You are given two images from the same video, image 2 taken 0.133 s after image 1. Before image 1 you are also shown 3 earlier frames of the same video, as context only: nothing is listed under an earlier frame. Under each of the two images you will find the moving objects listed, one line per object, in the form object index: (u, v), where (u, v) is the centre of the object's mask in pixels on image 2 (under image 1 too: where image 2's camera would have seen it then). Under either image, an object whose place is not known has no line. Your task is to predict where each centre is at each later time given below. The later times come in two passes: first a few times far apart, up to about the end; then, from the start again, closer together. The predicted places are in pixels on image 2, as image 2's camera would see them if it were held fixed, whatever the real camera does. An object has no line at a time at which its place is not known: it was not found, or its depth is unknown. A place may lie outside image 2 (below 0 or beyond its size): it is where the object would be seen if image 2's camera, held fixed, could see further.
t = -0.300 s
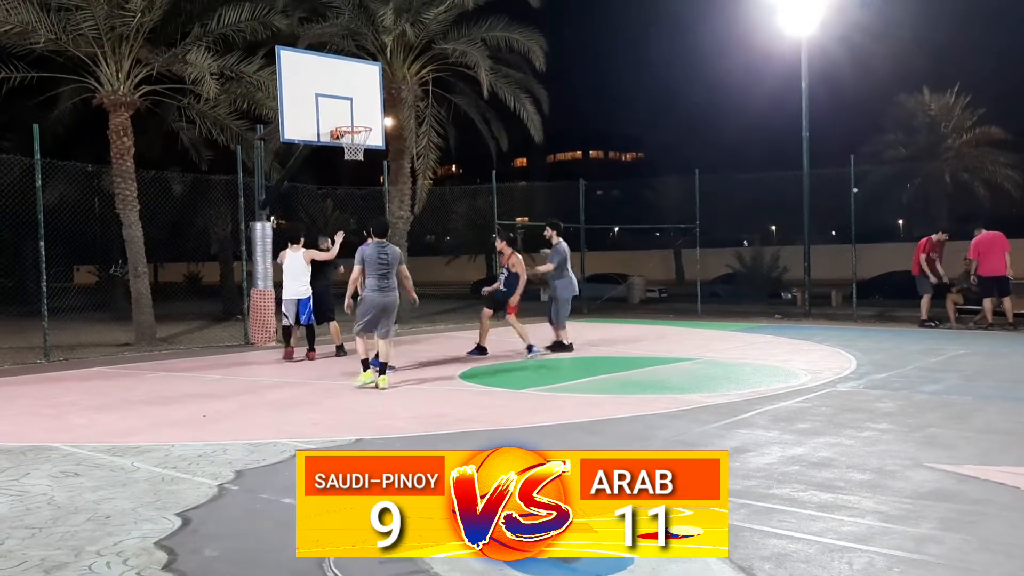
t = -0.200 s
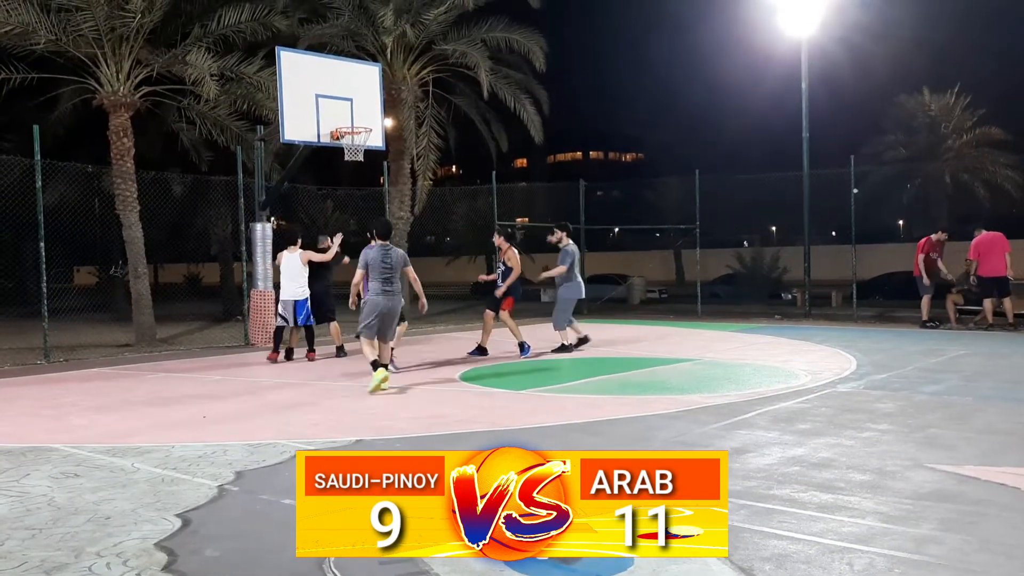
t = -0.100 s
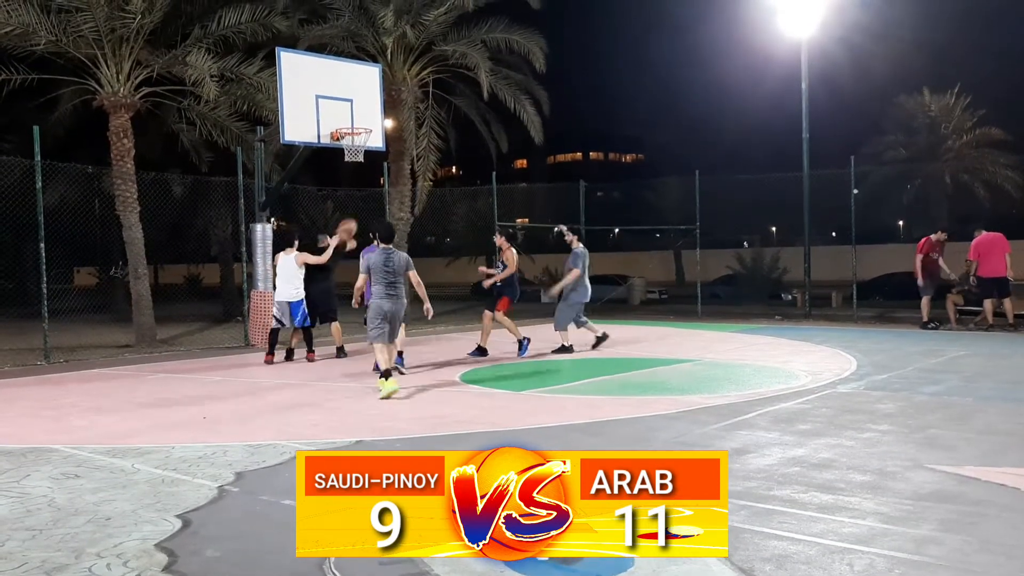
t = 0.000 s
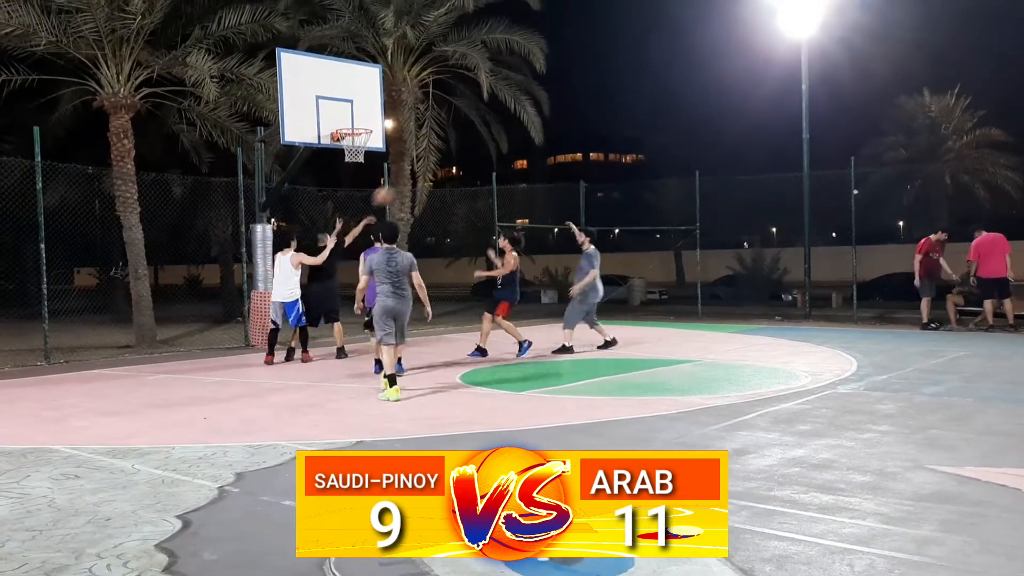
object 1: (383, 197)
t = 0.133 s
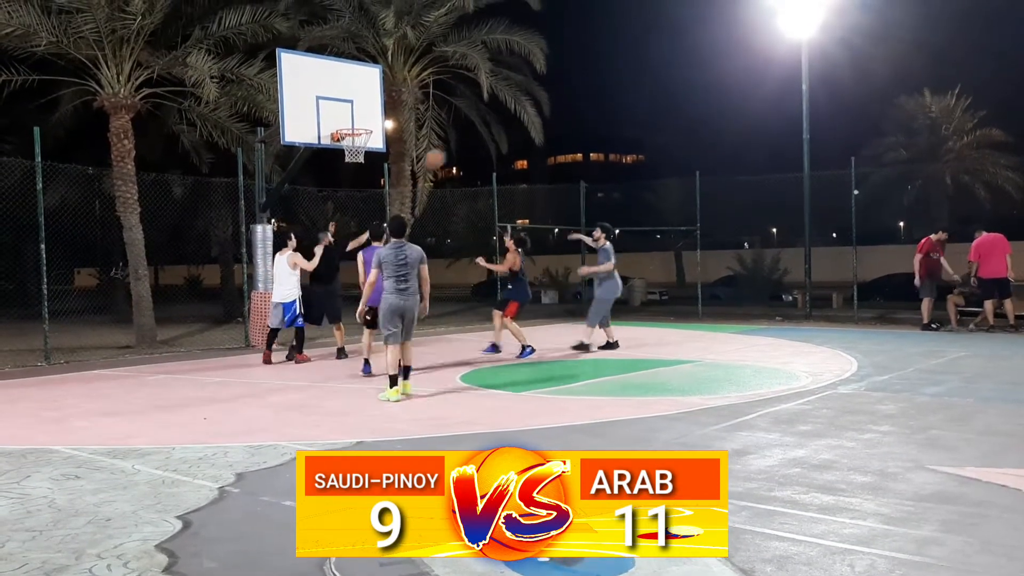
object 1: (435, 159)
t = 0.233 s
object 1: (475, 138)
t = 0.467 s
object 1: (570, 120)
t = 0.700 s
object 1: (665, 143)
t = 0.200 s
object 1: (462, 144)
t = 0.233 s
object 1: (475, 138)
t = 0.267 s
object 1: (488, 133)
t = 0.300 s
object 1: (502, 129)
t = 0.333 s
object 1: (515, 126)
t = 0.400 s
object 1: (543, 121)
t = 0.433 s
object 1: (557, 120)
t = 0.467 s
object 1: (570, 120)
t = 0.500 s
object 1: (583, 121)
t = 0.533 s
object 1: (597, 122)
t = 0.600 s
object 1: (624, 128)
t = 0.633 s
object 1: (638, 132)
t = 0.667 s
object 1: (651, 137)
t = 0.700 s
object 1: (665, 143)
